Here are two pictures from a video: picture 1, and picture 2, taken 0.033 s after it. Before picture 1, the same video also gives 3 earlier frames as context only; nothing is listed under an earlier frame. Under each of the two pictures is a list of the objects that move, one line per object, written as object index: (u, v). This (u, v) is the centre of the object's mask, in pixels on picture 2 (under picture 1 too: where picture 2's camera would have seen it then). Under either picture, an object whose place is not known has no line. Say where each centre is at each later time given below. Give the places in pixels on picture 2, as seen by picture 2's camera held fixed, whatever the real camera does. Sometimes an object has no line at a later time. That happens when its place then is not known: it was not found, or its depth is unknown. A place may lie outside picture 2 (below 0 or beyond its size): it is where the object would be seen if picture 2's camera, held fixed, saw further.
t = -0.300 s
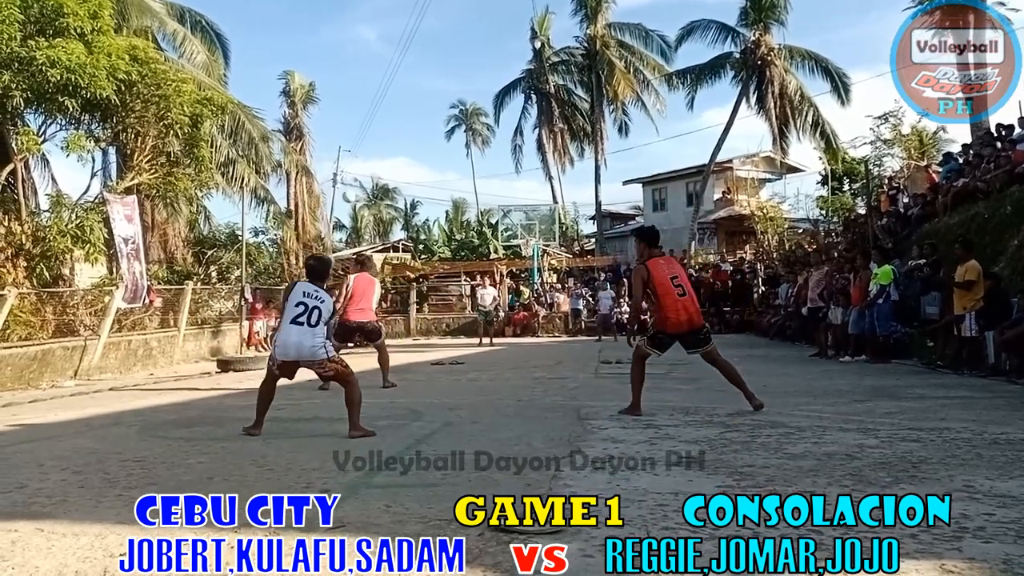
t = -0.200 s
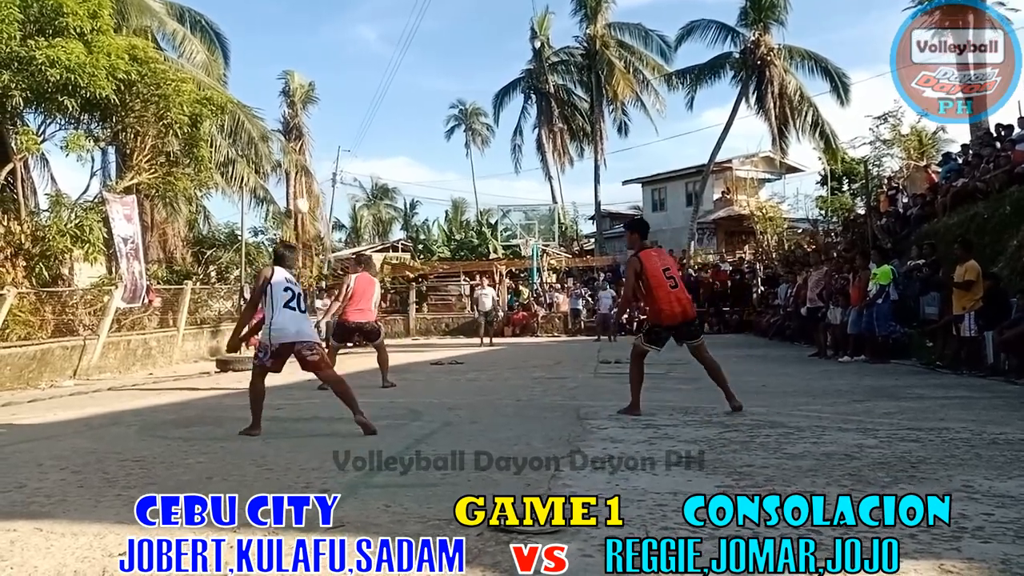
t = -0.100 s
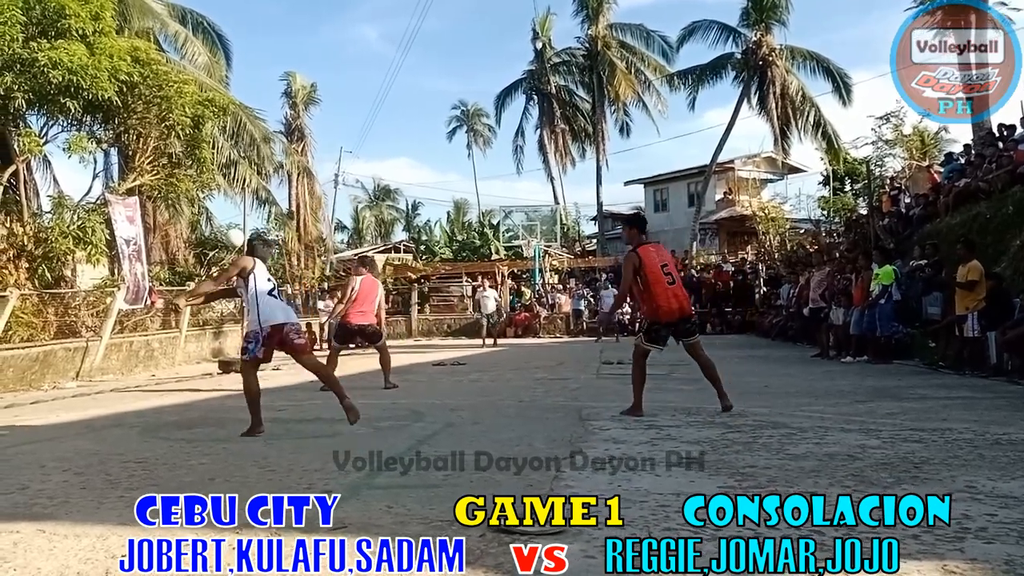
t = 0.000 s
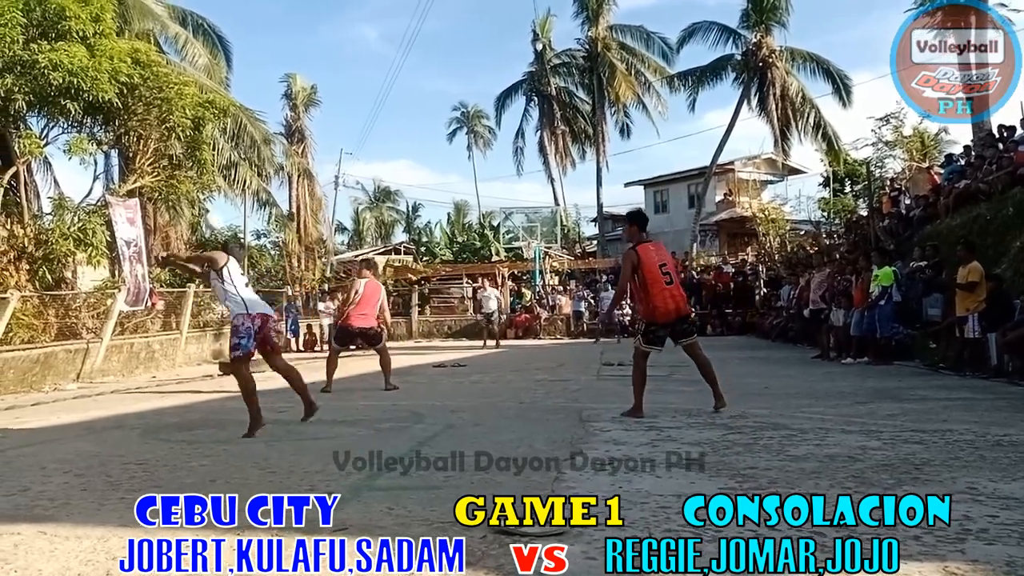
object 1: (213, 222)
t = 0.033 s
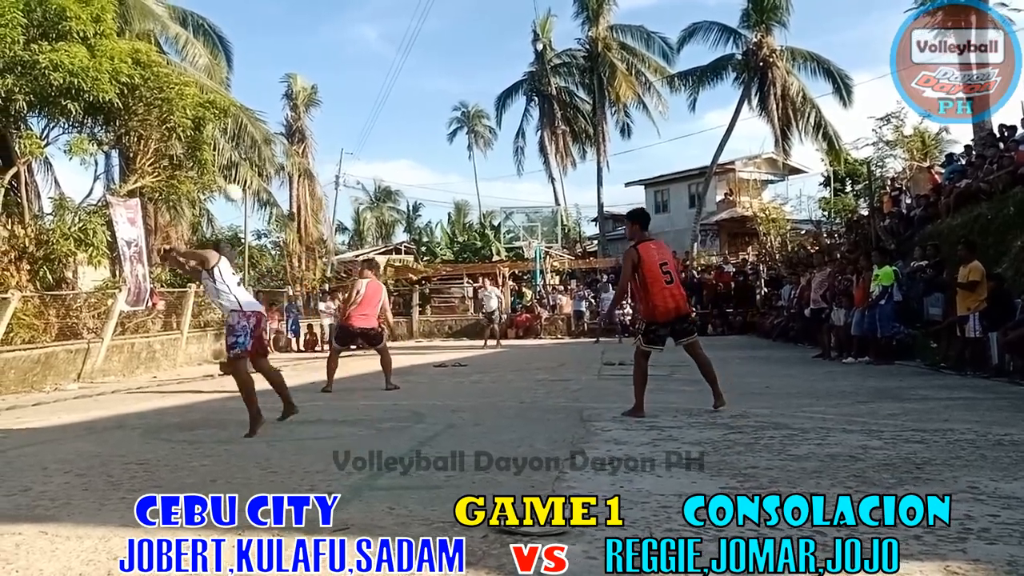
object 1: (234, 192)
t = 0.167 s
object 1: (292, 113)
